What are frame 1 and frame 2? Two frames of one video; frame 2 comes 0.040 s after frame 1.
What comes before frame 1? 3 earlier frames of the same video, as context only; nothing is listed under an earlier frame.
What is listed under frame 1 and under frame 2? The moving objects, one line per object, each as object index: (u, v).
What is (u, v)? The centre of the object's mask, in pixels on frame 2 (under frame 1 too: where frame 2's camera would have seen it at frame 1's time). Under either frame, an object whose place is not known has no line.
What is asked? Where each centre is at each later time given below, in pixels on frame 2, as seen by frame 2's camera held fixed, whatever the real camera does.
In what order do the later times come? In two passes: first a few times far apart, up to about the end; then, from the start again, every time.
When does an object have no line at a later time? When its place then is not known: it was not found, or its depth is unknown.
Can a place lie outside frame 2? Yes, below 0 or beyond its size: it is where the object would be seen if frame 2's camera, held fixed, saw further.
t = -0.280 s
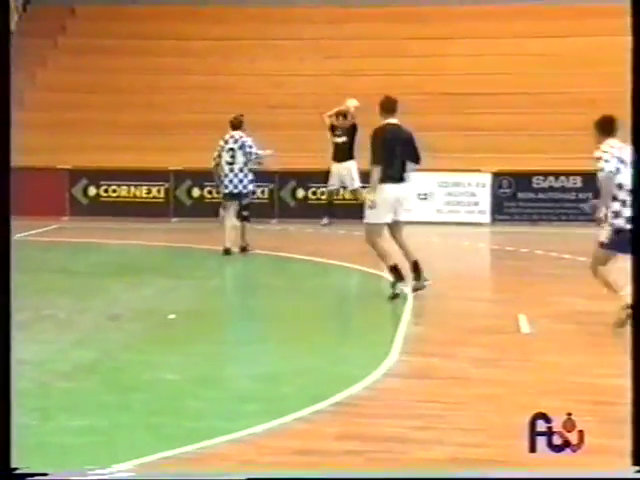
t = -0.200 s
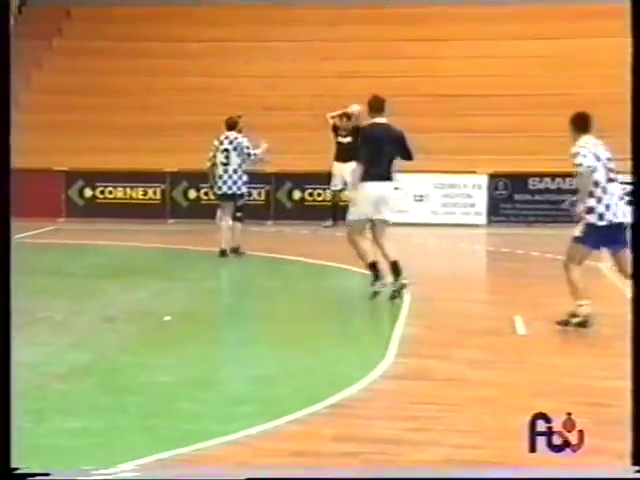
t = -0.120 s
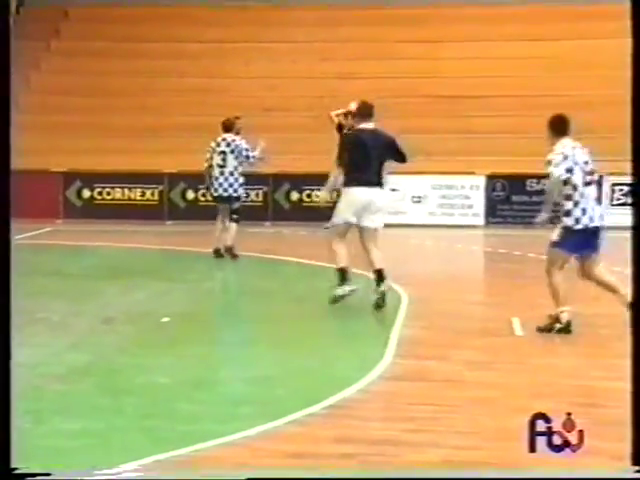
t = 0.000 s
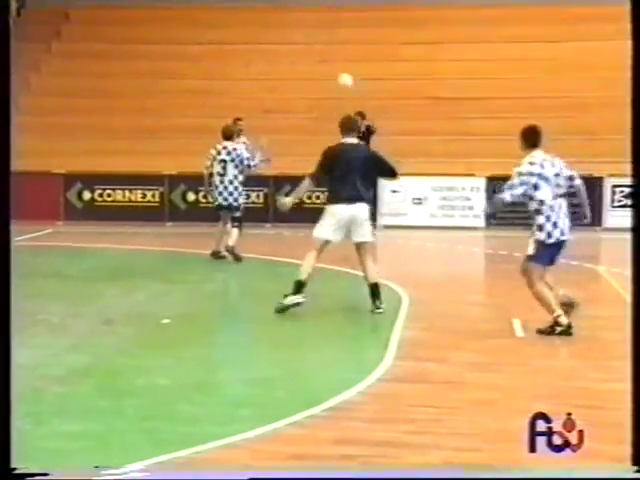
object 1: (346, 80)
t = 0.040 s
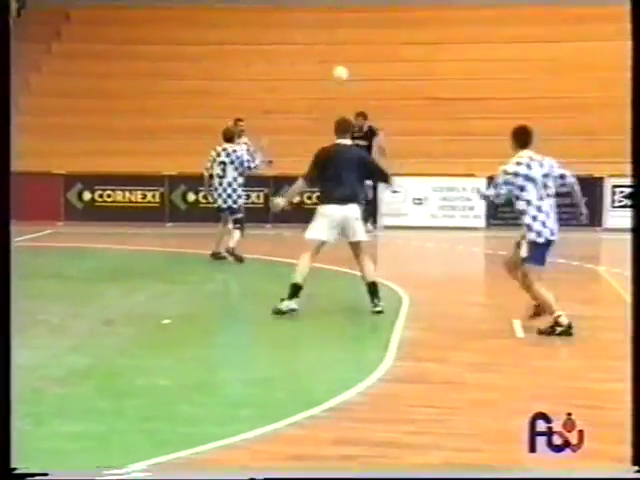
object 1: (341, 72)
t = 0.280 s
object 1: (304, 47)
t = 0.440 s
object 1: (273, 49)
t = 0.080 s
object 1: (336, 66)
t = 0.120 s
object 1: (331, 60)
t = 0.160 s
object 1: (324, 55)
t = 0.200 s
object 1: (318, 52)
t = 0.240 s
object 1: (311, 49)
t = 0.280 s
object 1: (304, 47)
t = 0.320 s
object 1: (296, 46)
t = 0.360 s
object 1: (288, 46)
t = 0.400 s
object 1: (282, 47)
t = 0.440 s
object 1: (273, 49)
